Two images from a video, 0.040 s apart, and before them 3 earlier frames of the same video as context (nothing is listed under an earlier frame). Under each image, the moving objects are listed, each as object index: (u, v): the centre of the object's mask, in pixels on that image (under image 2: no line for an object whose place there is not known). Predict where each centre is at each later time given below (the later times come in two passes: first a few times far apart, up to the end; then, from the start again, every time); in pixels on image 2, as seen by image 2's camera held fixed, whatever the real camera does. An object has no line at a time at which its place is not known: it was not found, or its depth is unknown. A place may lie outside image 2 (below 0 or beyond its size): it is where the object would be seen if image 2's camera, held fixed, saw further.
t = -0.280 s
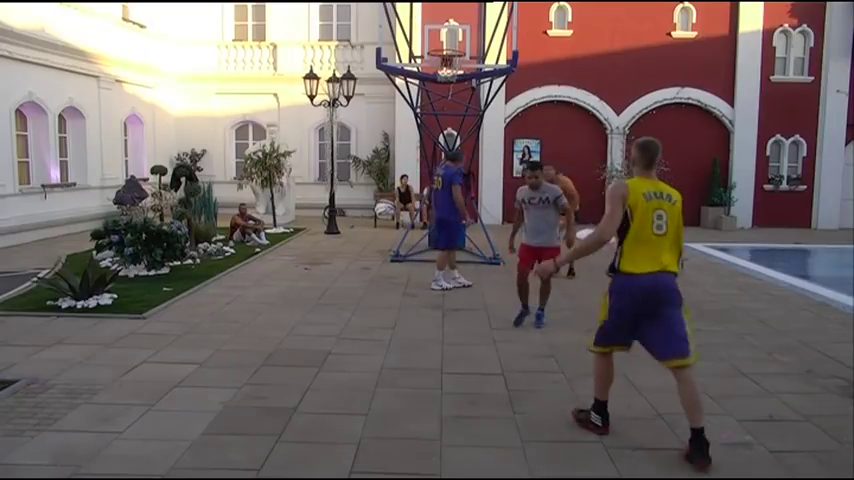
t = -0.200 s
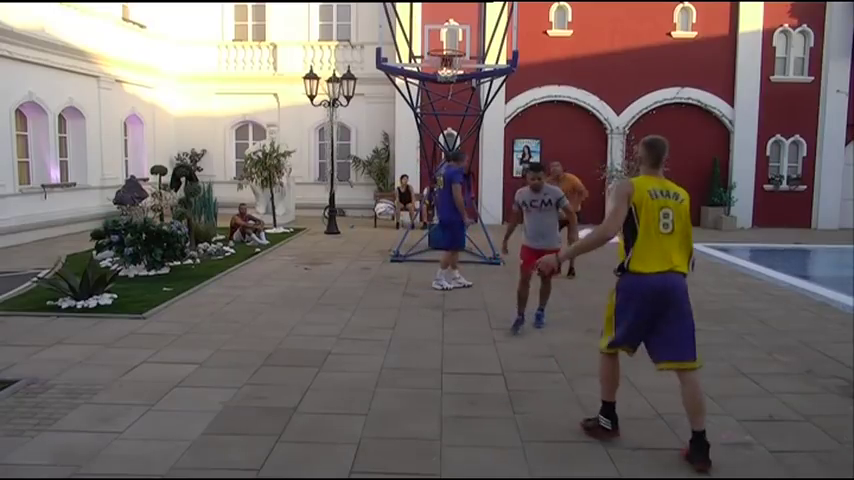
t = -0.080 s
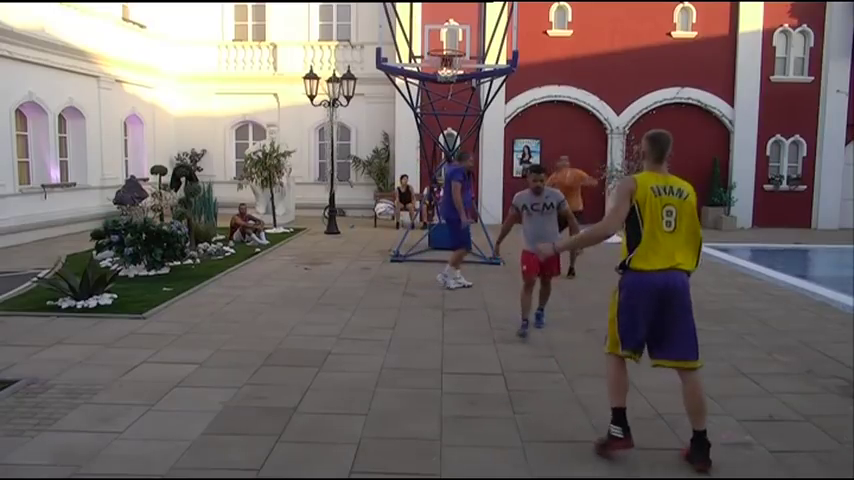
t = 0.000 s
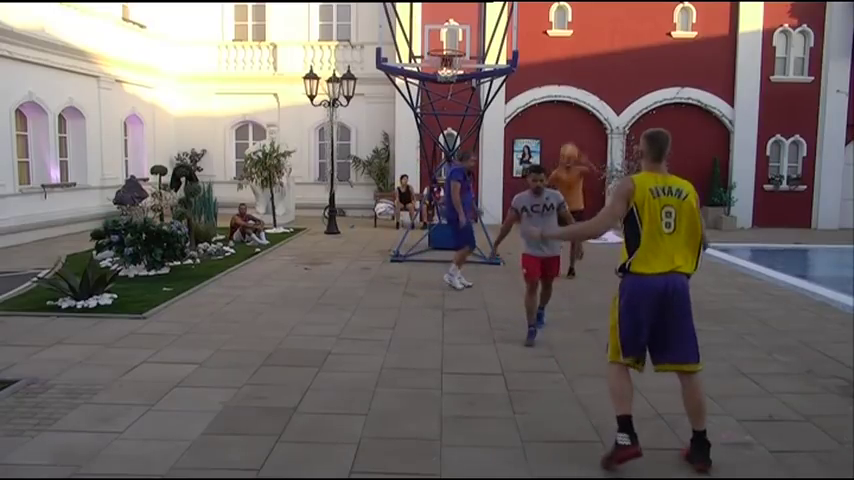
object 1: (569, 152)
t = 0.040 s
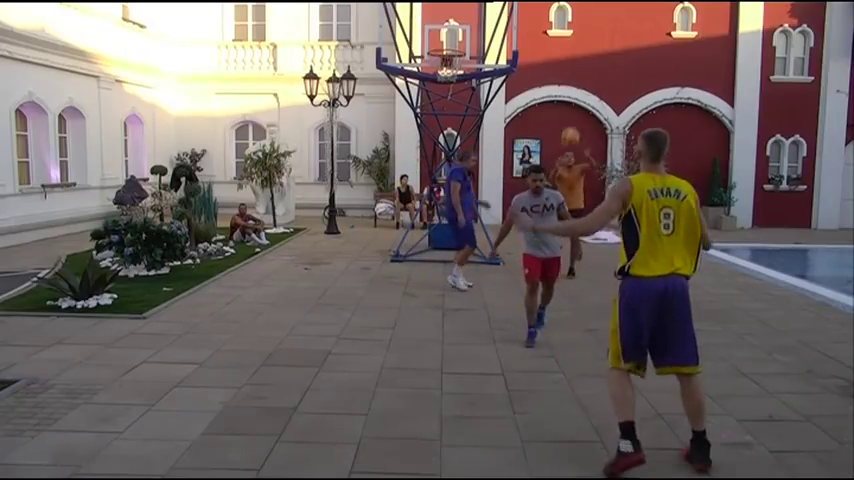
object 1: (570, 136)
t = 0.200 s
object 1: (577, 78)
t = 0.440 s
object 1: (584, 13)
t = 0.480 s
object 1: (586, 8)
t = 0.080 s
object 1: (571, 121)
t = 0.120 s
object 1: (572, 107)
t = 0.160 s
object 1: (574, 92)
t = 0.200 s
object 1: (577, 78)
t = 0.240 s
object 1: (578, 66)
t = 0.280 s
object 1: (578, 54)
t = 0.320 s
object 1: (579, 42)
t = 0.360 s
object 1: (581, 31)
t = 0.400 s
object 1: (583, 21)
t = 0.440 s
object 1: (584, 13)
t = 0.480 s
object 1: (586, 8)
